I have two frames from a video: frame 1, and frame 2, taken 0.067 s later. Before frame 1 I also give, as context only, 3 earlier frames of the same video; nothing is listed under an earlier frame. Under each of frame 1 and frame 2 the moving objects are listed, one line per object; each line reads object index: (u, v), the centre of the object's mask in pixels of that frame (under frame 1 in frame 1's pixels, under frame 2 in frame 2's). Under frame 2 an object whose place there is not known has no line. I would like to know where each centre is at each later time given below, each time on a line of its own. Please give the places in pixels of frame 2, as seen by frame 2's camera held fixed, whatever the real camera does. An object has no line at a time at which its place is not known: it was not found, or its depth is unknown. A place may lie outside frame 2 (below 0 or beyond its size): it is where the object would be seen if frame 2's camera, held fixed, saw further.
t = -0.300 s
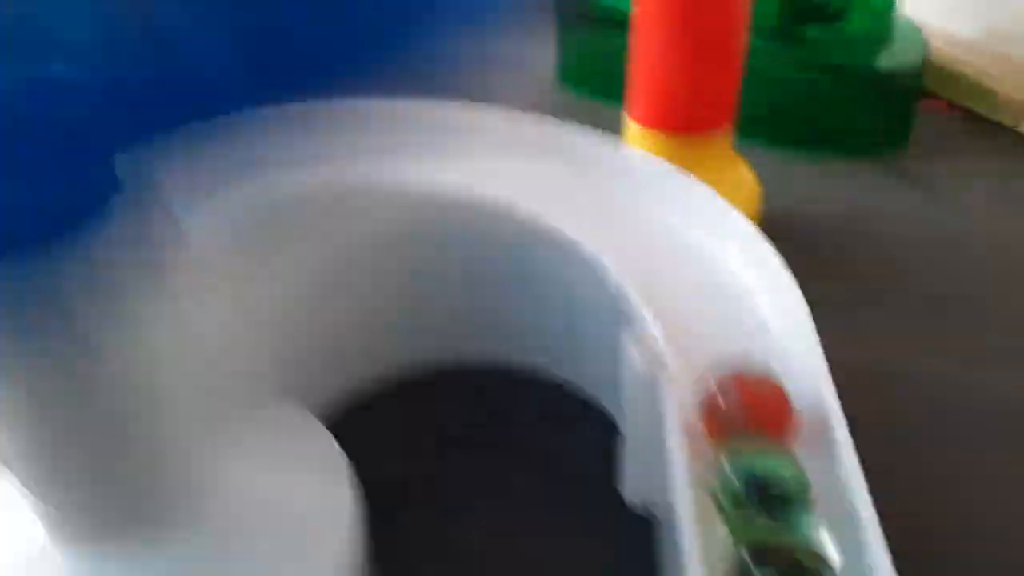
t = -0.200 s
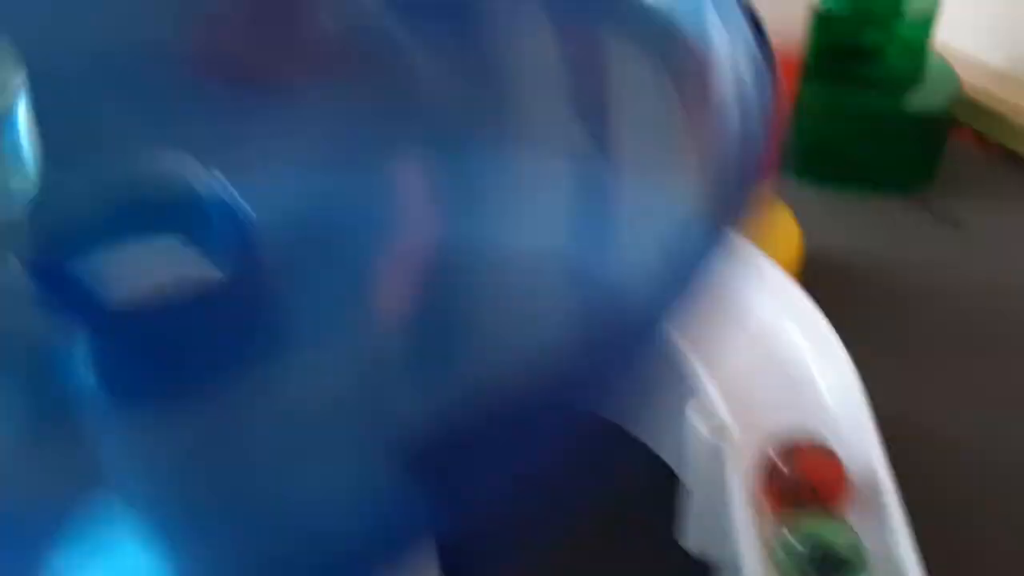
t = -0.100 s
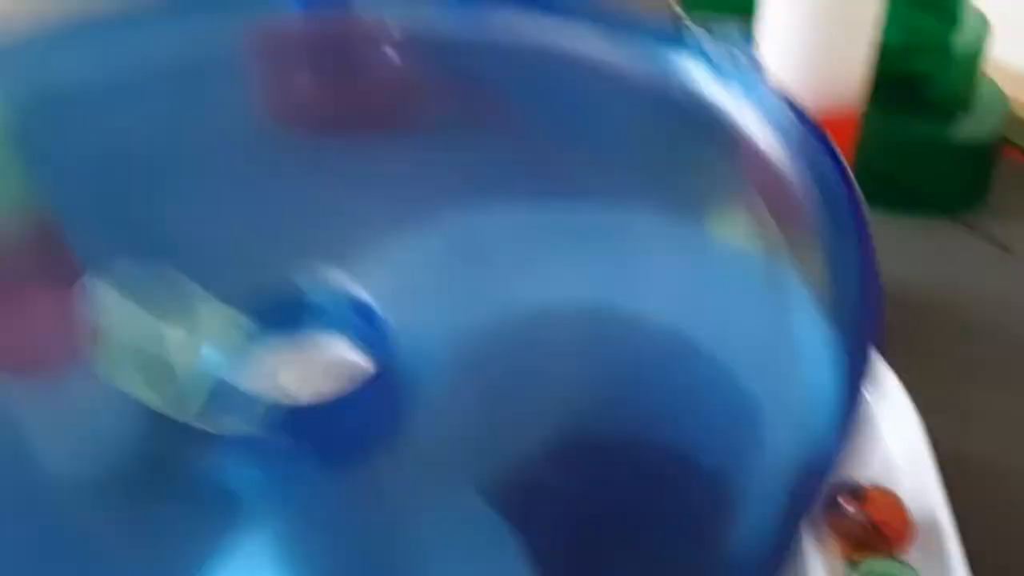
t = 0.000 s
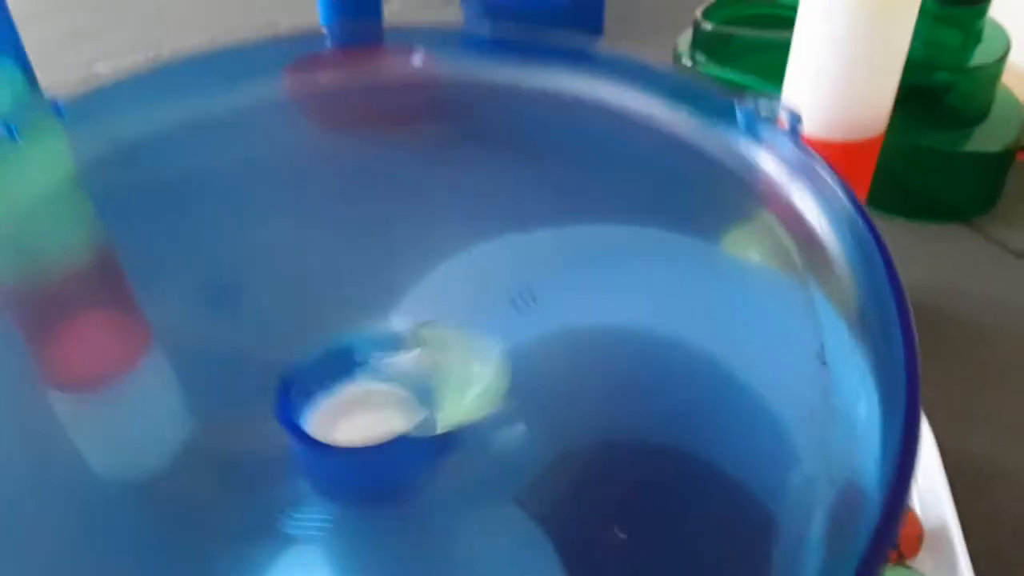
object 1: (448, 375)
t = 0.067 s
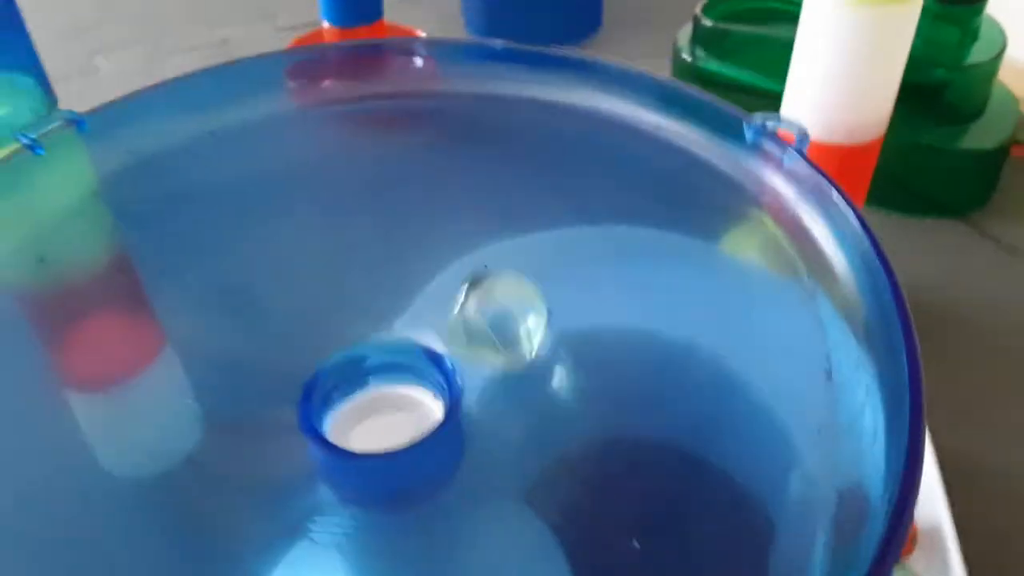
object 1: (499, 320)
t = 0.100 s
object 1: (496, 288)
